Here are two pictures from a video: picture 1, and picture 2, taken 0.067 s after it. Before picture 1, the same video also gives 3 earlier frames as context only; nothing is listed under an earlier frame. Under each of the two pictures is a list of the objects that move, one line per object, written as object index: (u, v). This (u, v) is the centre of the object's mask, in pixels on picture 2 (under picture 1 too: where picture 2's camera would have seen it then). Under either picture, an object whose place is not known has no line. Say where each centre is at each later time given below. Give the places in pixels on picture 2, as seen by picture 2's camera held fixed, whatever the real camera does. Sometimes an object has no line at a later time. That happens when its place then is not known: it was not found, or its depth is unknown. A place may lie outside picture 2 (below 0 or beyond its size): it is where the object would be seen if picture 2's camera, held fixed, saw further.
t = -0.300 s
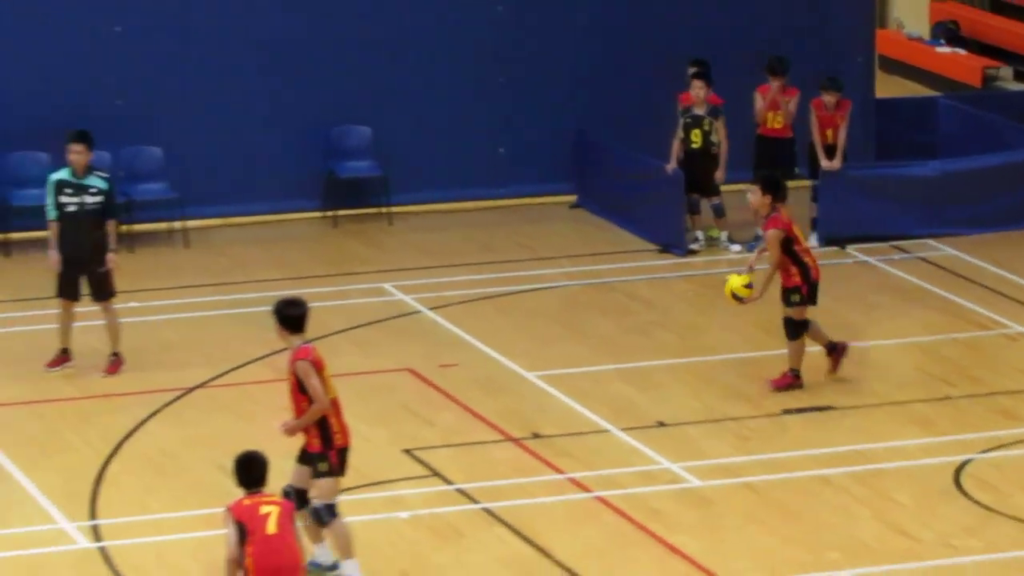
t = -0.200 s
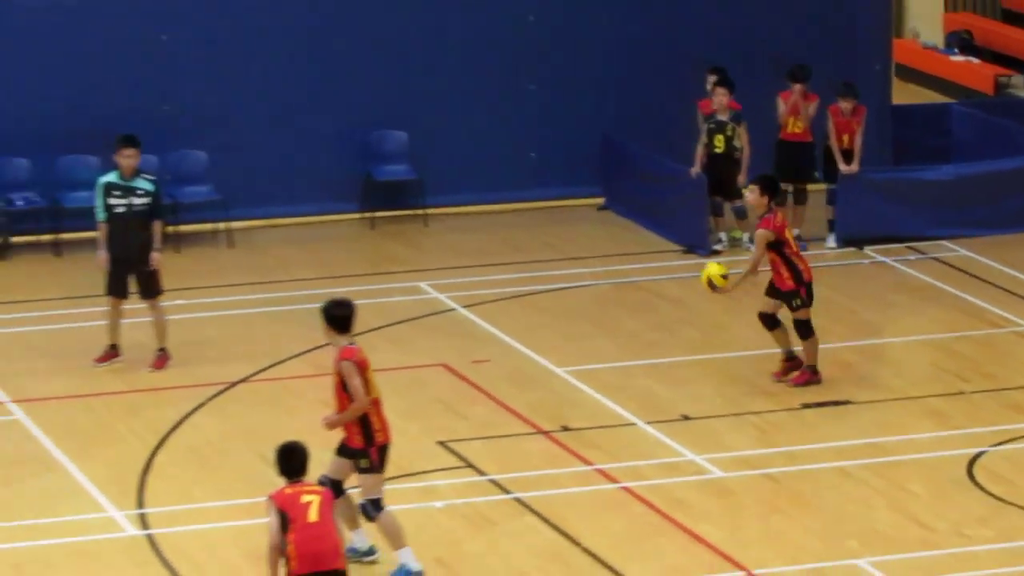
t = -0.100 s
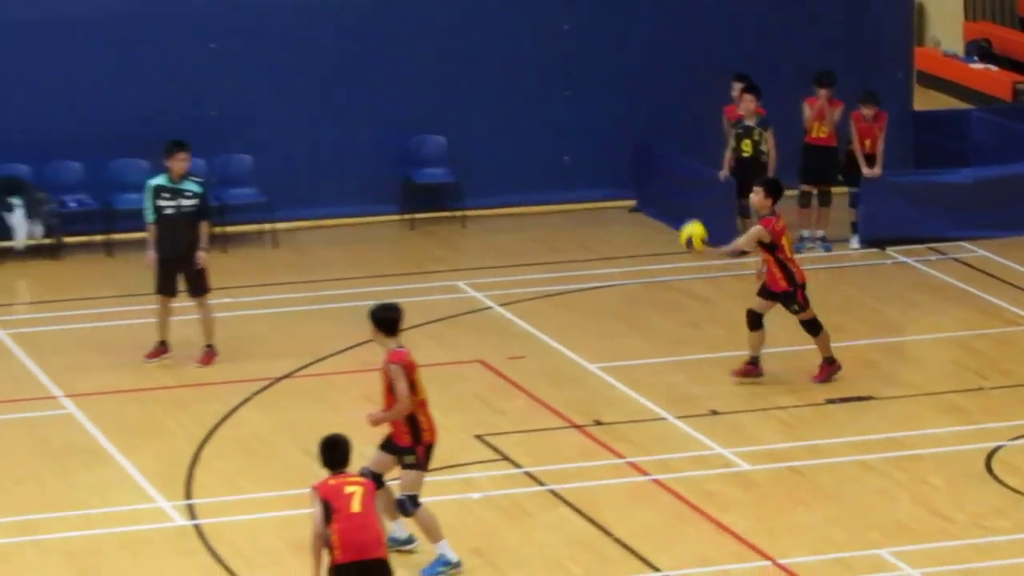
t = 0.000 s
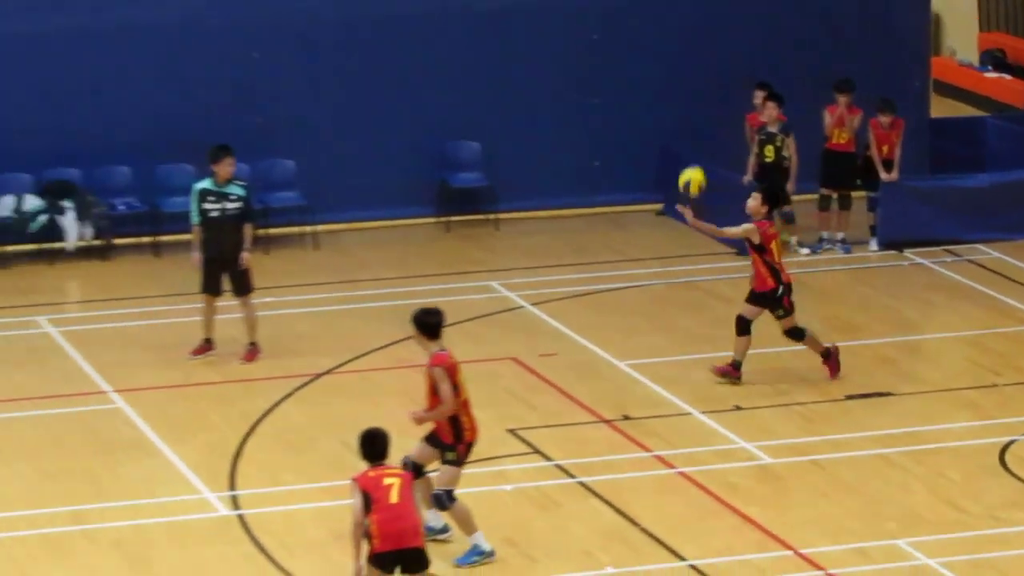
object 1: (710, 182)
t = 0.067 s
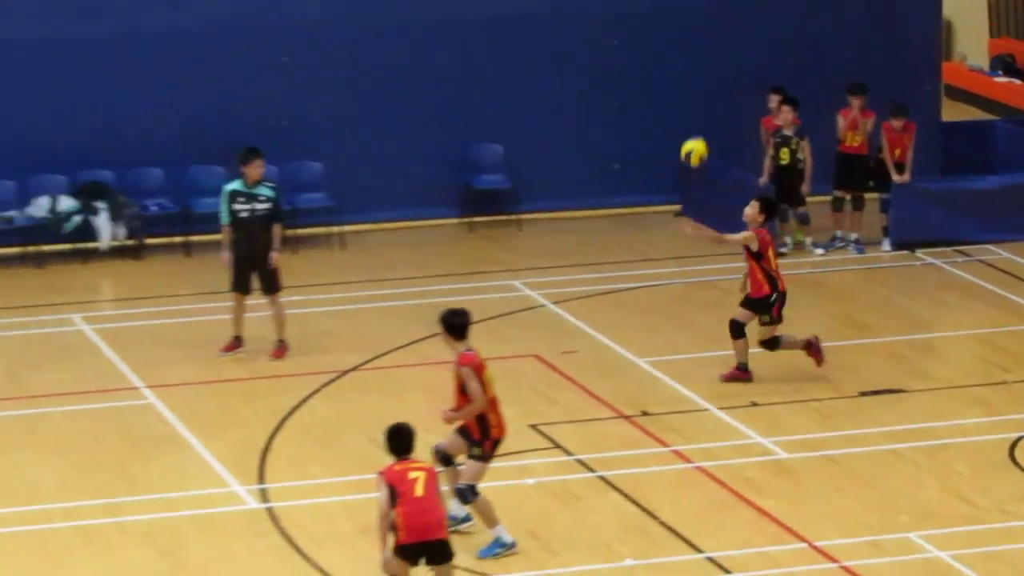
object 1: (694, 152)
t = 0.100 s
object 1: (686, 138)
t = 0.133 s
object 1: (677, 127)
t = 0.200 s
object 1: (661, 108)
